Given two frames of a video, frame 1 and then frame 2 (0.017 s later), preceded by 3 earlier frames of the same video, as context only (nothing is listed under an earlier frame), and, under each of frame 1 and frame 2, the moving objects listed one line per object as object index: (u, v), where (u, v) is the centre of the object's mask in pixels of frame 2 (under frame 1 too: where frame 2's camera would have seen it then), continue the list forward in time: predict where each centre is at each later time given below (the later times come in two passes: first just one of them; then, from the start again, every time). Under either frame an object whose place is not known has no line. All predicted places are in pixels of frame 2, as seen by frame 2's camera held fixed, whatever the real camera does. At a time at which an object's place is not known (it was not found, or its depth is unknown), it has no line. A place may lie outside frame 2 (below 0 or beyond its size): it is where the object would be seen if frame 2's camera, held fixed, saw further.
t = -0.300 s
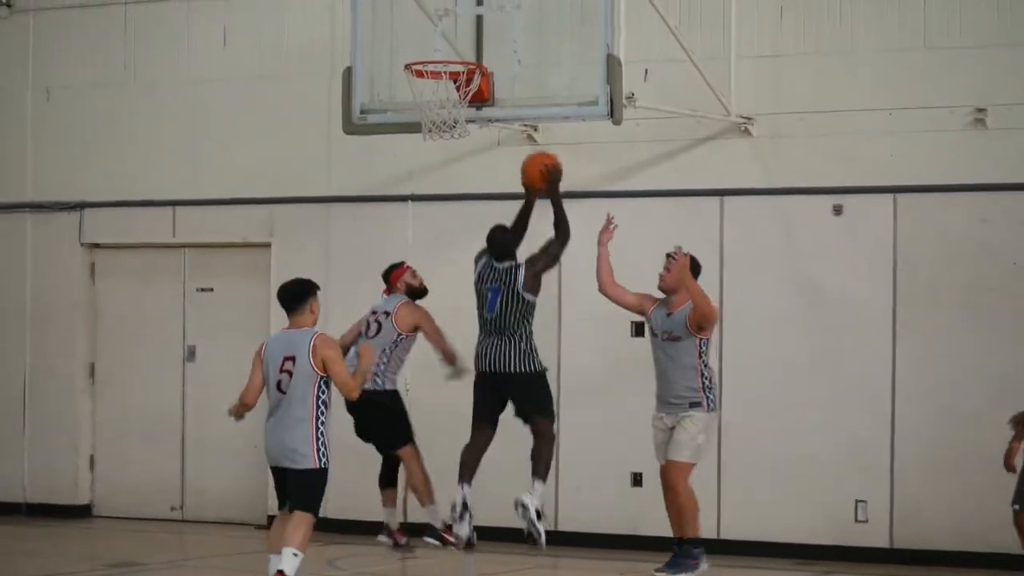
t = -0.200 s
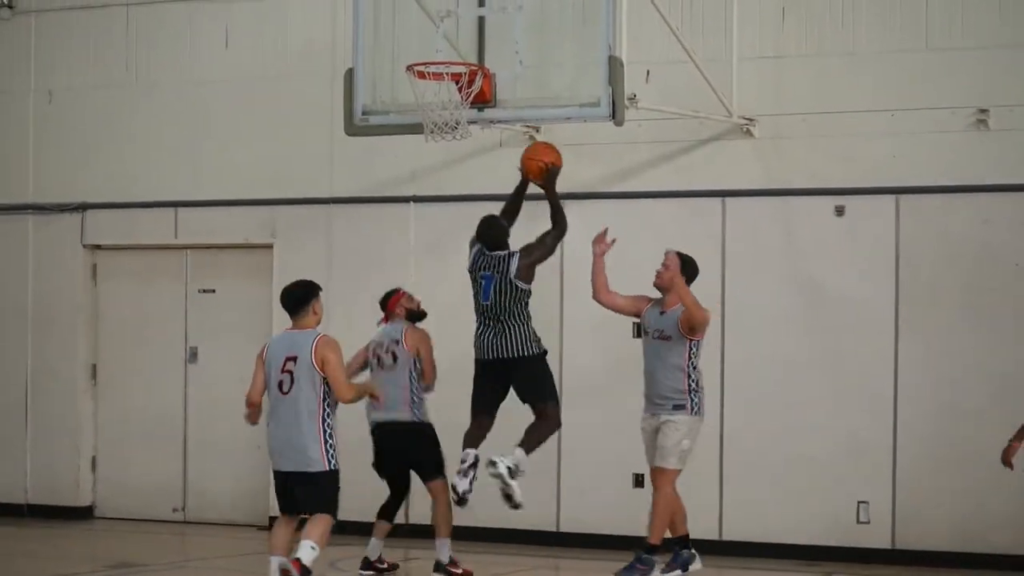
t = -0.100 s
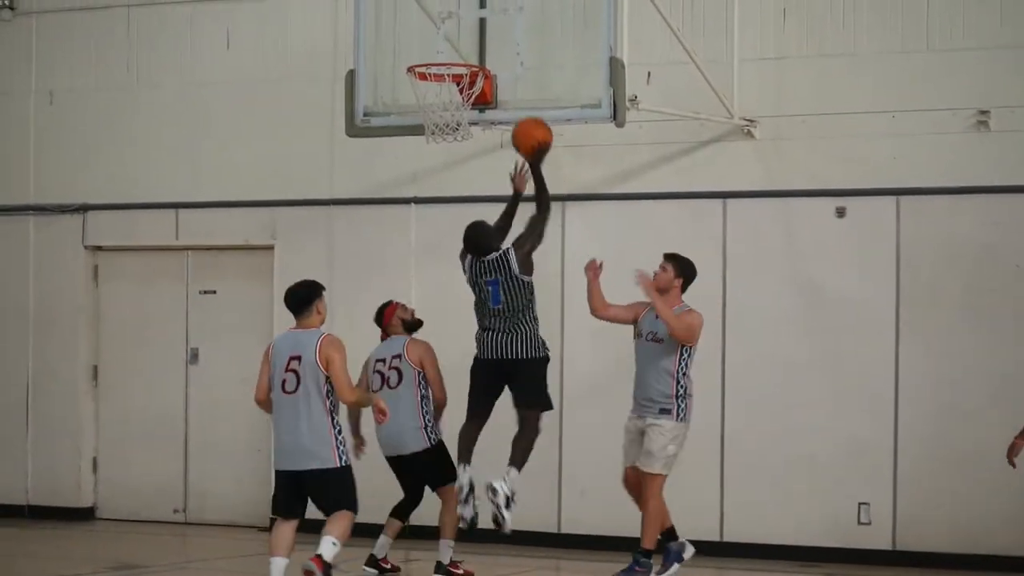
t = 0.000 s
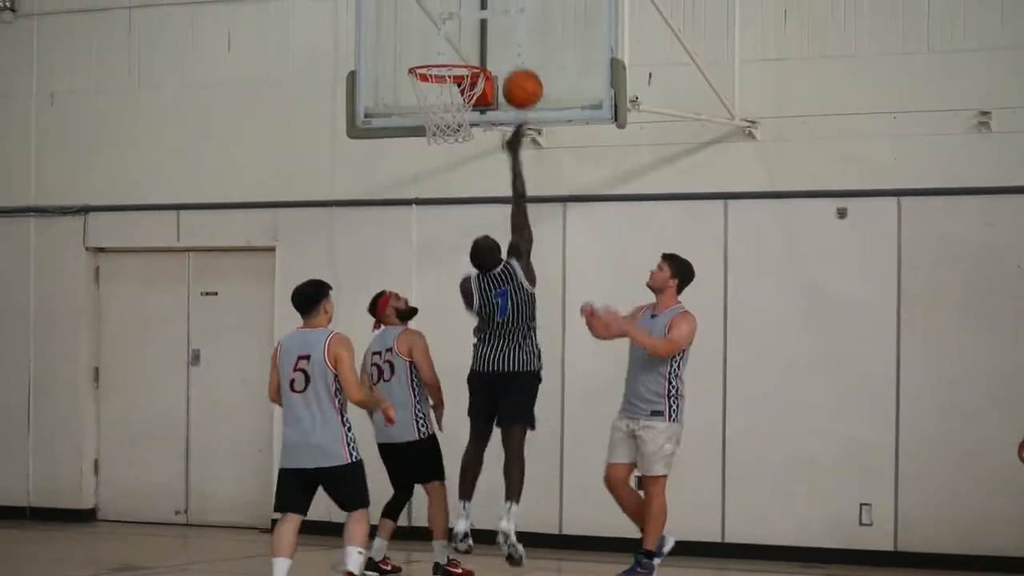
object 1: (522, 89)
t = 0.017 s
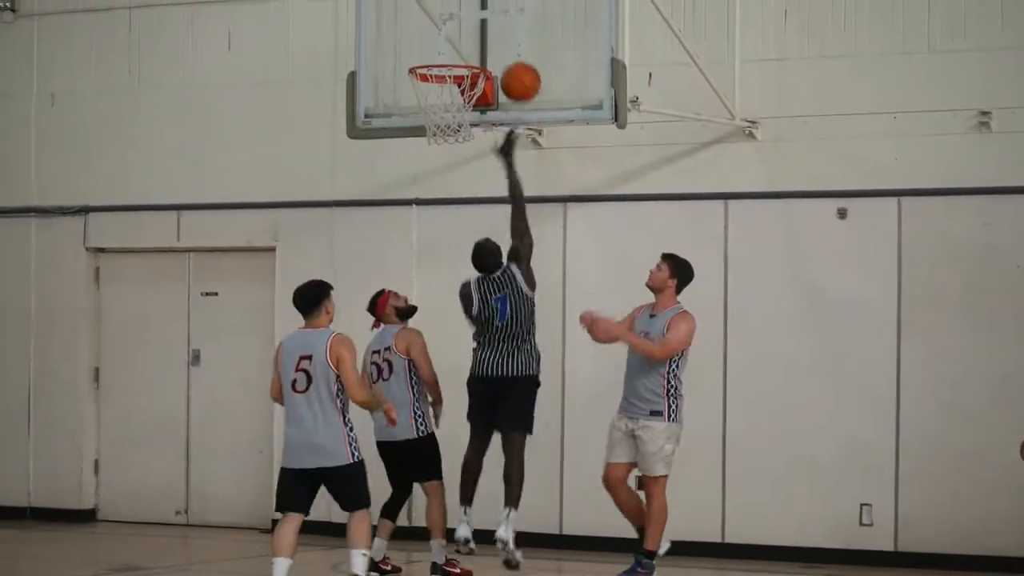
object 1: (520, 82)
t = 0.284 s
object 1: (469, 36)
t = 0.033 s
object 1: (518, 75)
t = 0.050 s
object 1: (516, 70)
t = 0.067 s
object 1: (514, 64)
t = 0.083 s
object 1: (512, 59)
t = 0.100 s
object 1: (509, 54)
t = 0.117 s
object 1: (507, 50)
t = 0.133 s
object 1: (506, 47)
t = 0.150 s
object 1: (504, 44)
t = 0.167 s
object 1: (502, 41)
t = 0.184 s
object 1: (499, 39)
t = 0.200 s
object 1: (493, 37)
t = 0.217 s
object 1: (488, 36)
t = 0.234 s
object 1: (483, 35)
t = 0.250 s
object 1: (479, 35)
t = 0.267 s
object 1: (474, 35)
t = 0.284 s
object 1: (469, 36)
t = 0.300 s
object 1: (464, 37)
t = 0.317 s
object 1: (459, 39)
